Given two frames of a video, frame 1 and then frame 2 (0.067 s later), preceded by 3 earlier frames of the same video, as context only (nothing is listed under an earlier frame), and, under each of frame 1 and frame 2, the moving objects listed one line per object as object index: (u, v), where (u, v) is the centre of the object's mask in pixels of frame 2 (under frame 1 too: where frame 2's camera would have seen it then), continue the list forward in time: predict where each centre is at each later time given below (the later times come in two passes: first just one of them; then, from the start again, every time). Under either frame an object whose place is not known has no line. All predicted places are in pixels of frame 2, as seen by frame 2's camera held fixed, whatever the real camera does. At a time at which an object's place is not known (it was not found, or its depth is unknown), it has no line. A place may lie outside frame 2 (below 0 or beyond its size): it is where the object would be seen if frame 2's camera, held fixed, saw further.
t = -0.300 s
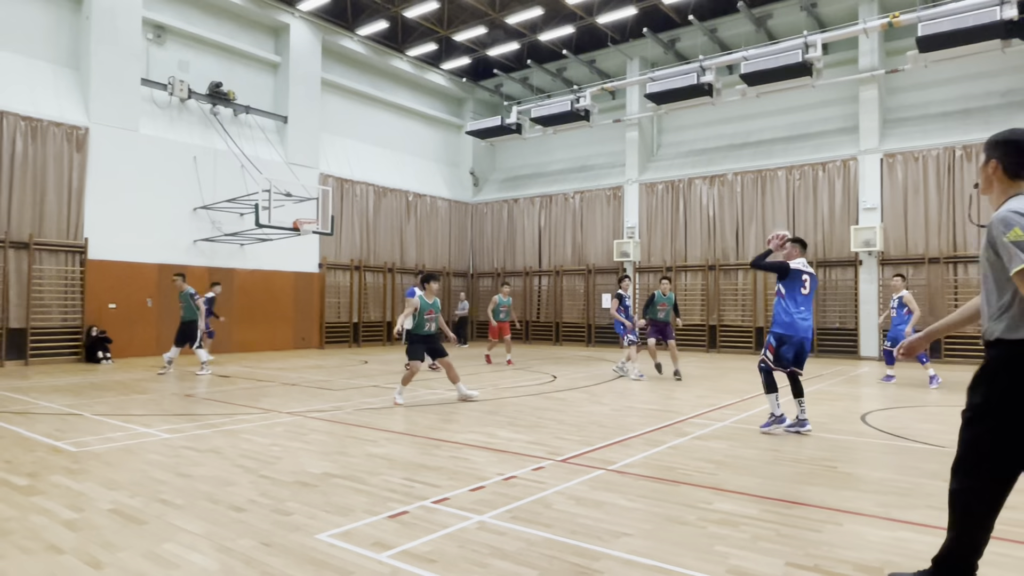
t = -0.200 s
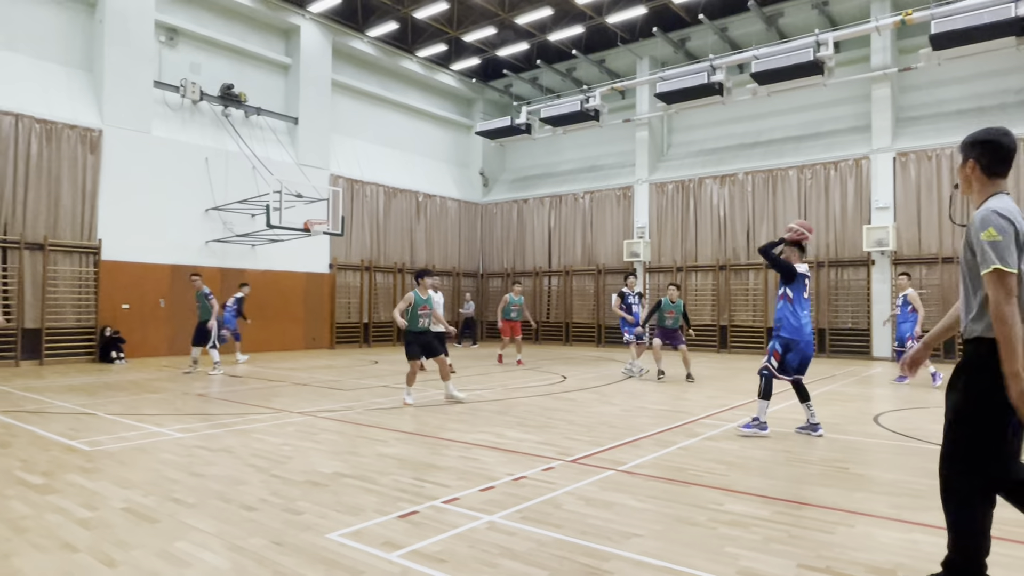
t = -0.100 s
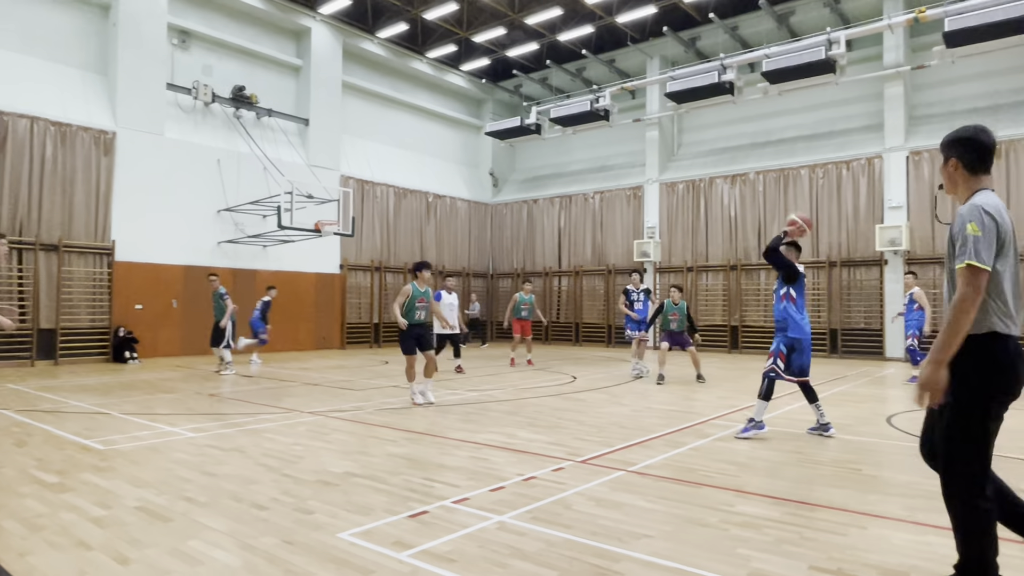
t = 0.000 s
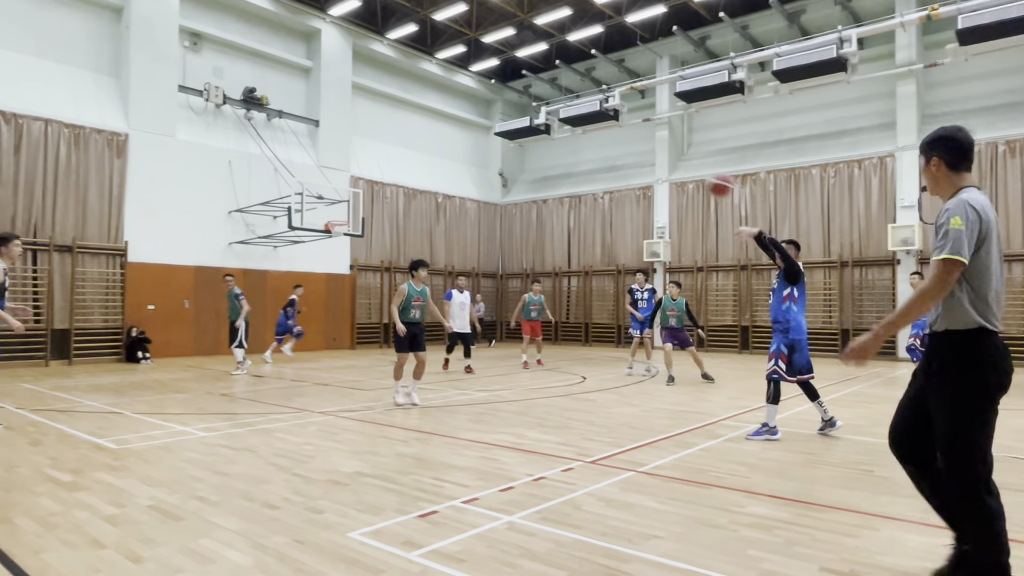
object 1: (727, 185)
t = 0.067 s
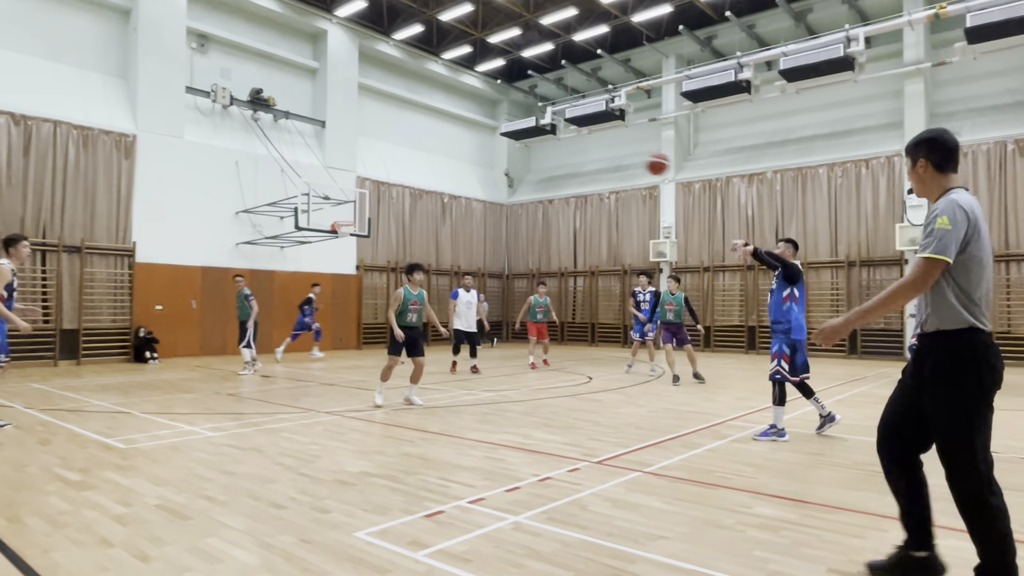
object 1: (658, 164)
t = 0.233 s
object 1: (490, 131)
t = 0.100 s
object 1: (623, 155)
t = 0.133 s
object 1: (590, 147)
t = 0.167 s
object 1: (556, 140)
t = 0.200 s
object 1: (524, 136)
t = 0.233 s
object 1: (490, 131)
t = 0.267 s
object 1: (457, 129)
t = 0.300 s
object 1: (424, 127)
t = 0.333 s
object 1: (392, 127)
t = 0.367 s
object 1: (360, 127)
